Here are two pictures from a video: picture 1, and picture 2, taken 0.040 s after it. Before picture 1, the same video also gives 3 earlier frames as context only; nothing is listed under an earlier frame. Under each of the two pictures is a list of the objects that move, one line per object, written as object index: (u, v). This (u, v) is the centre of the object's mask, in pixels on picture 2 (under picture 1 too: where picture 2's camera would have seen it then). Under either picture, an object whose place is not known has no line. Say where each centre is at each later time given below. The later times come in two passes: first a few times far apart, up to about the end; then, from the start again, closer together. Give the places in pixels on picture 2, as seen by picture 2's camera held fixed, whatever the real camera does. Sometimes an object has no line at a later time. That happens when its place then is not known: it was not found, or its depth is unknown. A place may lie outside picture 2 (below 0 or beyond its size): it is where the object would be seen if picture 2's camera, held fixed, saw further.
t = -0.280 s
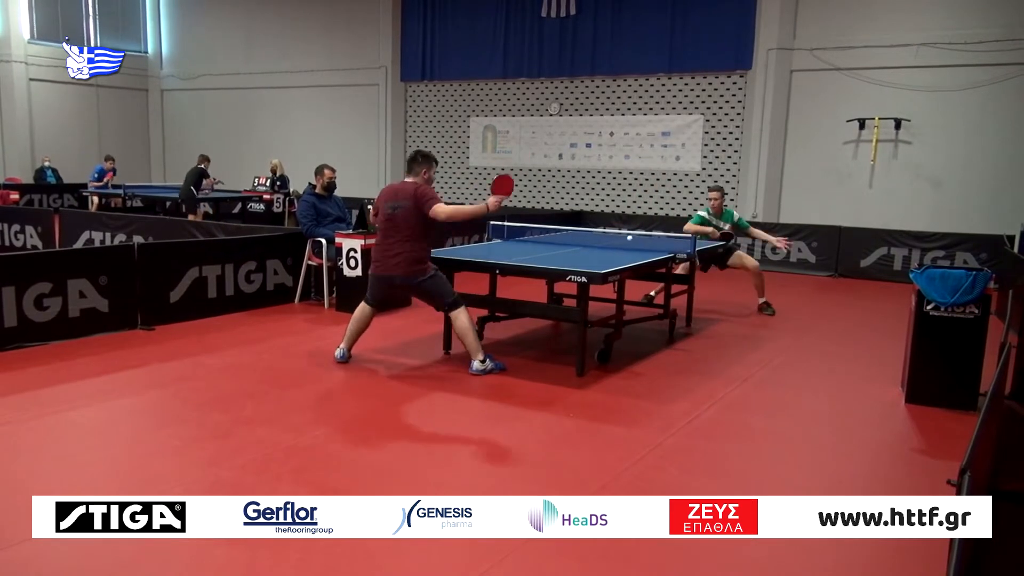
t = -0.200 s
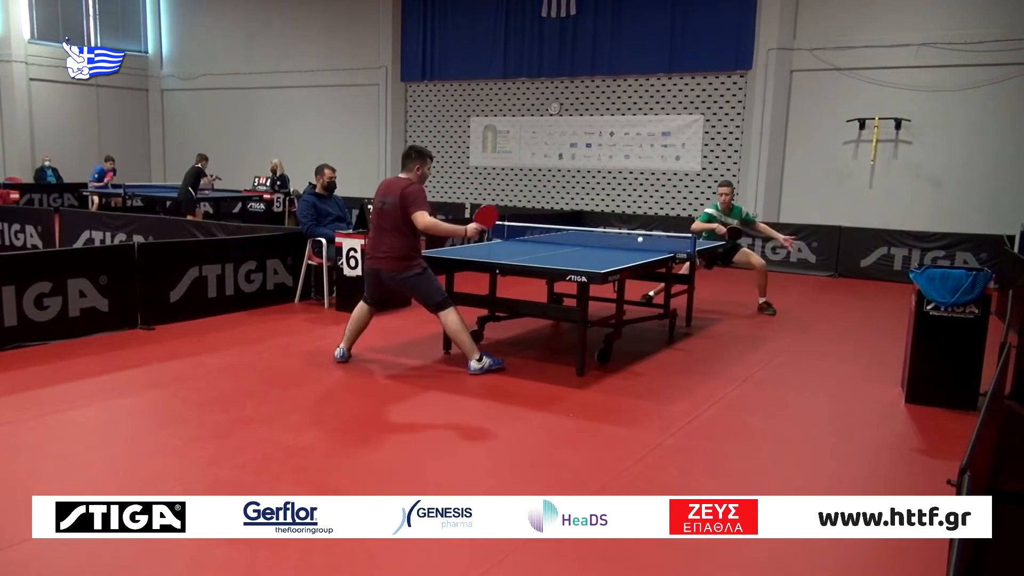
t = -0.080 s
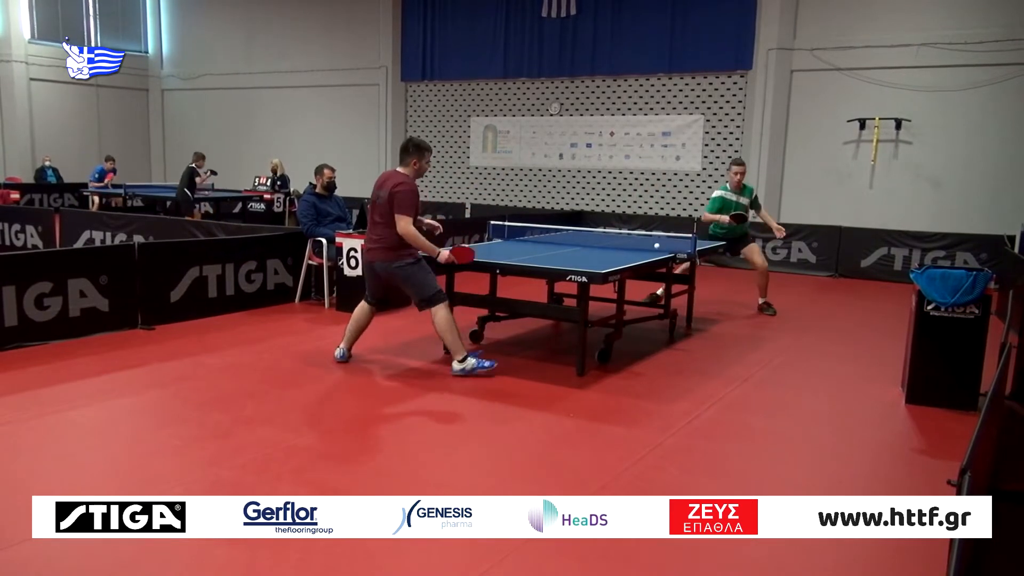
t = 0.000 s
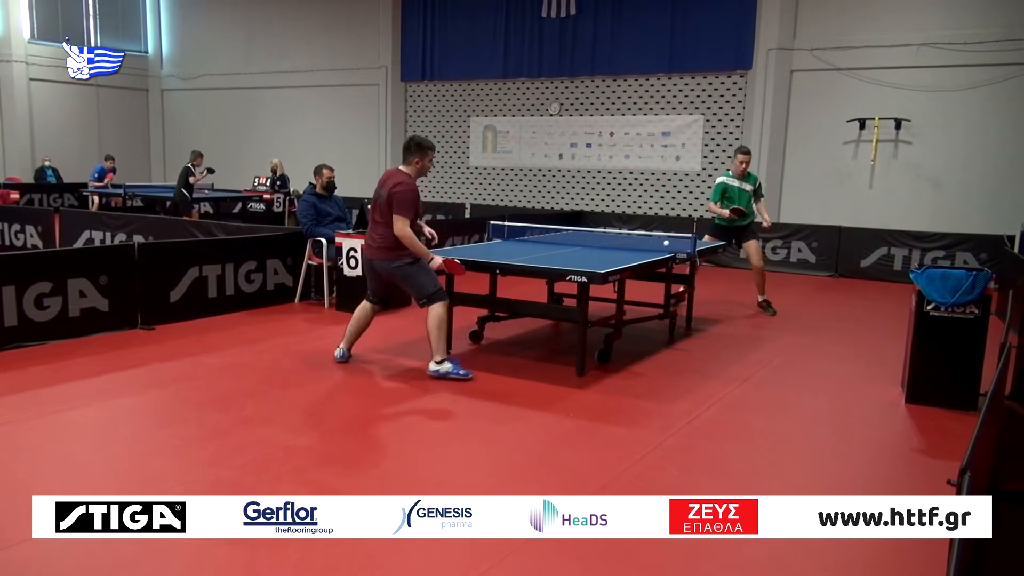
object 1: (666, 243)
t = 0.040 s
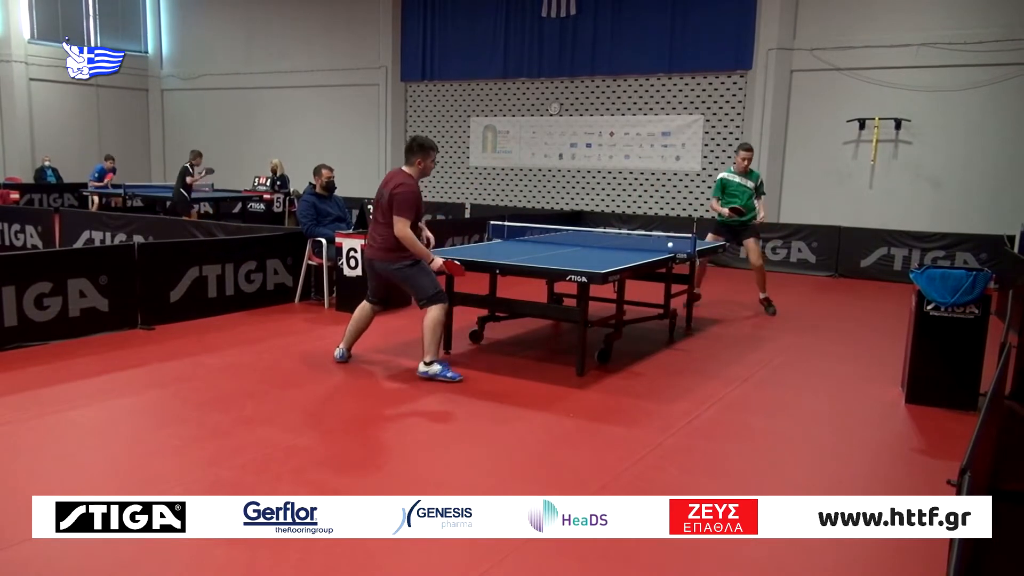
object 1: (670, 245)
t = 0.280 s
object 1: (689, 287)
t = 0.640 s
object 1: (717, 313)
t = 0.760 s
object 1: (730, 307)
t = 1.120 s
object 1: (761, 377)
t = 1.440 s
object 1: (797, 387)
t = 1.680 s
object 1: (824, 394)
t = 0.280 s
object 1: (689, 287)
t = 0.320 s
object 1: (691, 300)
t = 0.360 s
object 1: (692, 316)
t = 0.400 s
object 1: (694, 334)
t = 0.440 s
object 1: (694, 353)
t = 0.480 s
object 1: (698, 352)
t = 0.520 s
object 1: (703, 339)
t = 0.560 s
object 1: (708, 328)
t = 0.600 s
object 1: (712, 319)
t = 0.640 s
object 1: (717, 313)
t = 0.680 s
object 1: (721, 309)
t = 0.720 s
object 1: (725, 307)
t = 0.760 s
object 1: (730, 307)
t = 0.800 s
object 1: (734, 309)
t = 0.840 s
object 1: (738, 313)
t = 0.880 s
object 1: (741, 320)
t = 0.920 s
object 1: (744, 329)
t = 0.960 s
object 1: (748, 340)
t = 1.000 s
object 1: (750, 353)
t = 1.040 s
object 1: (753, 368)
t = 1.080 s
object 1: (756, 376)
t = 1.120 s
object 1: (761, 377)
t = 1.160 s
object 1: (765, 379)
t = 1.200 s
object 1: (770, 379)
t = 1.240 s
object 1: (774, 382)
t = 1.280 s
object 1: (779, 382)
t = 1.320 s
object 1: (783, 384)
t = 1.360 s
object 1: (788, 385)
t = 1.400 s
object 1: (792, 386)
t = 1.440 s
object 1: (797, 387)
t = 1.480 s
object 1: (801, 388)
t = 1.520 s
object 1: (806, 389)
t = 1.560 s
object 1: (810, 390)
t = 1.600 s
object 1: (815, 392)
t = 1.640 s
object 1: (819, 393)
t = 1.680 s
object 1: (824, 394)
